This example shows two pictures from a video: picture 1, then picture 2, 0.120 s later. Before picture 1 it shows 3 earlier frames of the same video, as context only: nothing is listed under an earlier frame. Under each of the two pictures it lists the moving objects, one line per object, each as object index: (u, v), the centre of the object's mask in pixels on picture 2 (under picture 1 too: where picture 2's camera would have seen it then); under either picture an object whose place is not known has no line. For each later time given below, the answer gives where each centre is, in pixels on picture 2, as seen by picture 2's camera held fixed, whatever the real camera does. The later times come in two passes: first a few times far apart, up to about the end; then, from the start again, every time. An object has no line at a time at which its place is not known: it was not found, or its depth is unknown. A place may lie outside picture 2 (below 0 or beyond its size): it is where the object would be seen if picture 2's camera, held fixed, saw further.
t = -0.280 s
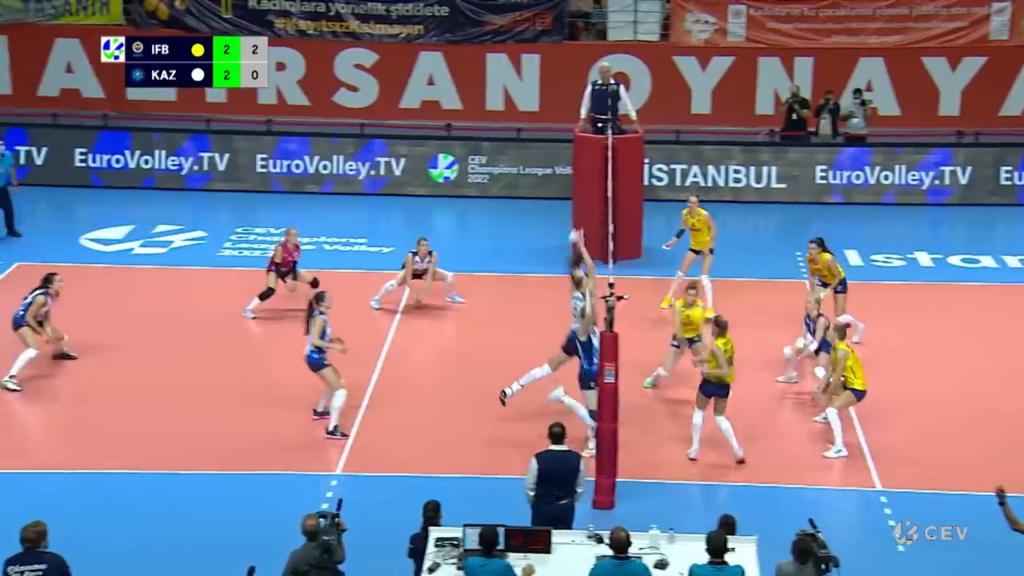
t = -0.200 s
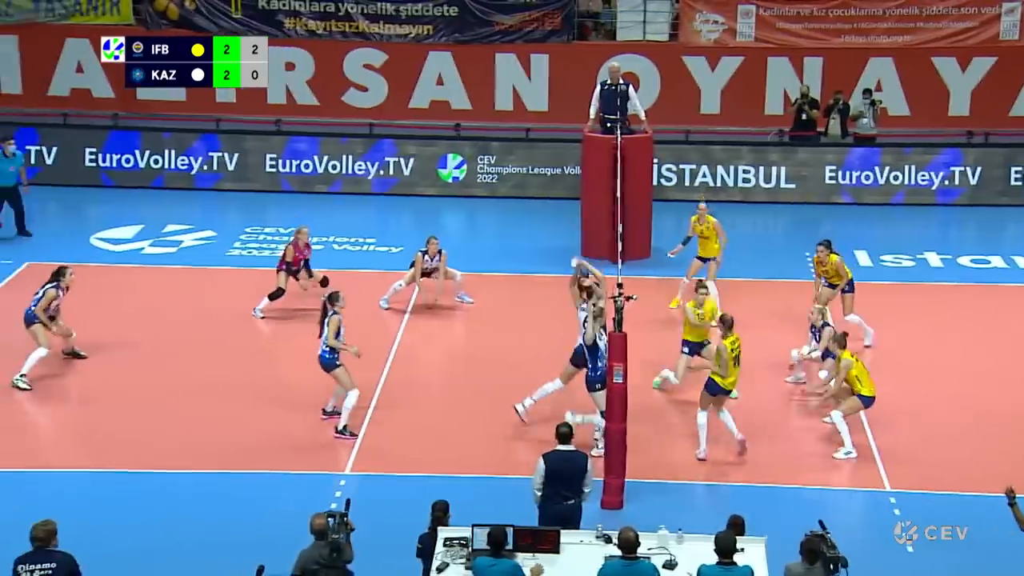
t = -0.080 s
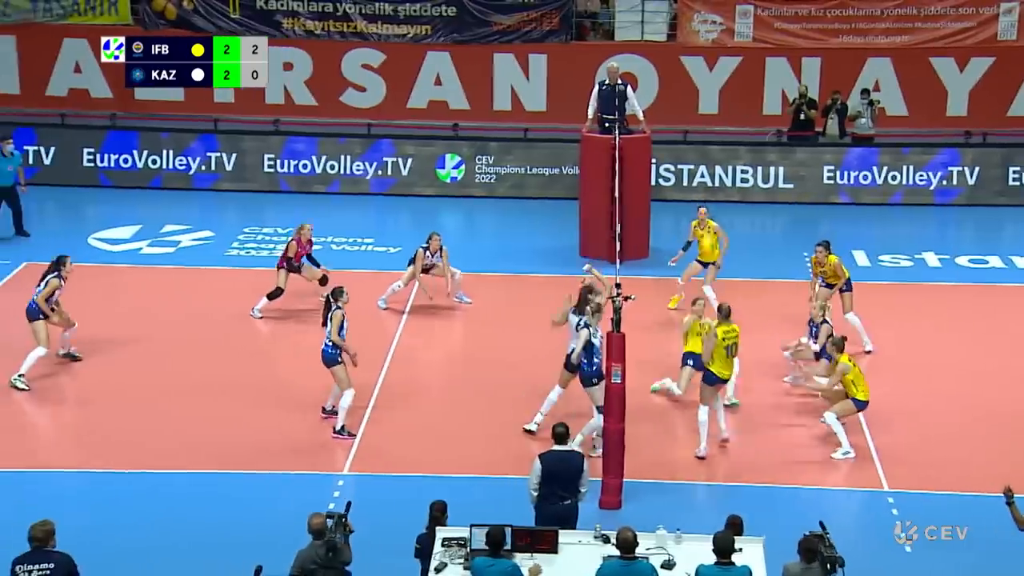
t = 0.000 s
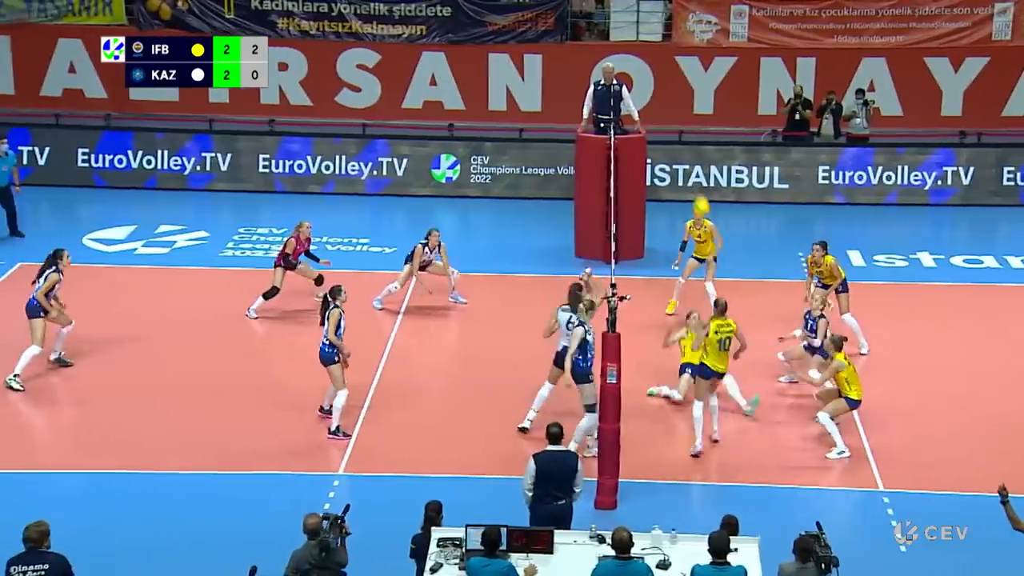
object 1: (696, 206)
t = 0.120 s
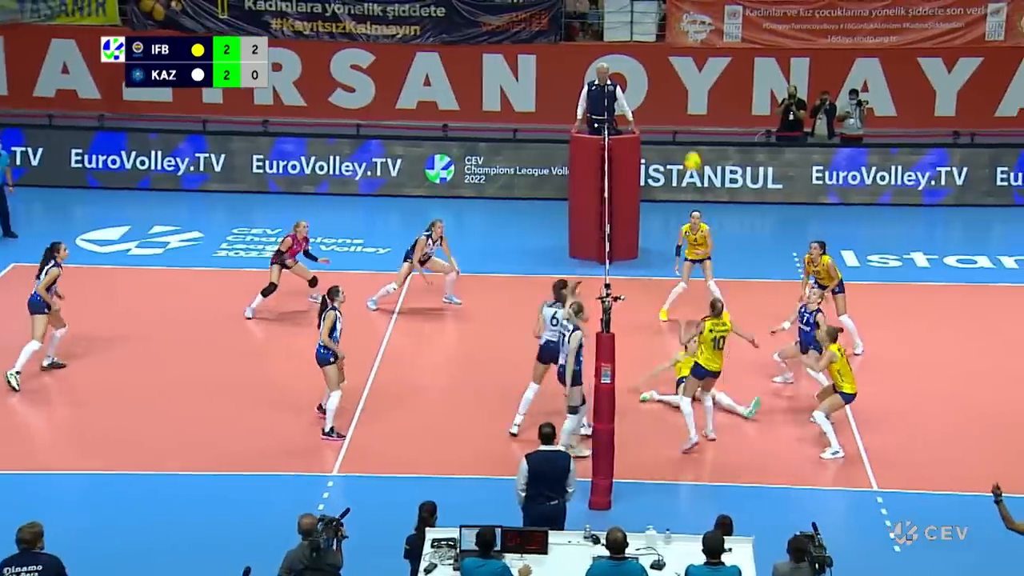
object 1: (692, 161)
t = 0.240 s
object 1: (689, 126)
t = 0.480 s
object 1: (679, 92)
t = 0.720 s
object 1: (668, 103)
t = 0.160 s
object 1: (691, 149)
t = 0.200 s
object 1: (690, 137)
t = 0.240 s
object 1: (689, 126)
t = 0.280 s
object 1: (687, 118)
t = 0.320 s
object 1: (686, 110)
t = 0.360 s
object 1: (684, 103)
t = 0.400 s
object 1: (682, 98)
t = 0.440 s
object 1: (680, 94)
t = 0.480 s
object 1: (679, 92)
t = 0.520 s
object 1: (677, 90)
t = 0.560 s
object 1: (676, 90)
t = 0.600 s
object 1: (674, 91)
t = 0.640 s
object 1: (672, 94)
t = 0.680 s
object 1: (670, 98)
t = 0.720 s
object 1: (668, 103)
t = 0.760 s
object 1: (666, 109)
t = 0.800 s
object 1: (664, 116)
